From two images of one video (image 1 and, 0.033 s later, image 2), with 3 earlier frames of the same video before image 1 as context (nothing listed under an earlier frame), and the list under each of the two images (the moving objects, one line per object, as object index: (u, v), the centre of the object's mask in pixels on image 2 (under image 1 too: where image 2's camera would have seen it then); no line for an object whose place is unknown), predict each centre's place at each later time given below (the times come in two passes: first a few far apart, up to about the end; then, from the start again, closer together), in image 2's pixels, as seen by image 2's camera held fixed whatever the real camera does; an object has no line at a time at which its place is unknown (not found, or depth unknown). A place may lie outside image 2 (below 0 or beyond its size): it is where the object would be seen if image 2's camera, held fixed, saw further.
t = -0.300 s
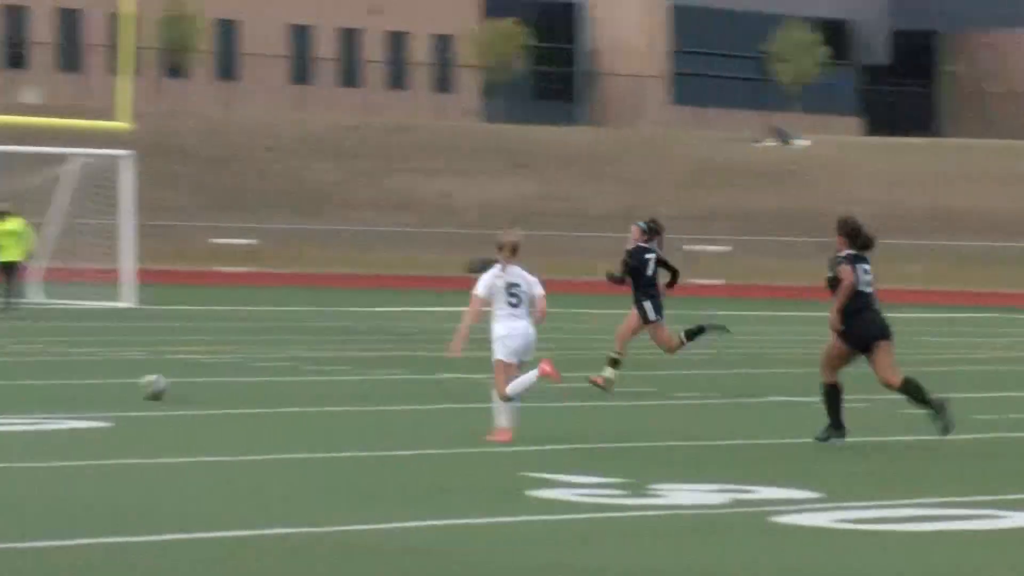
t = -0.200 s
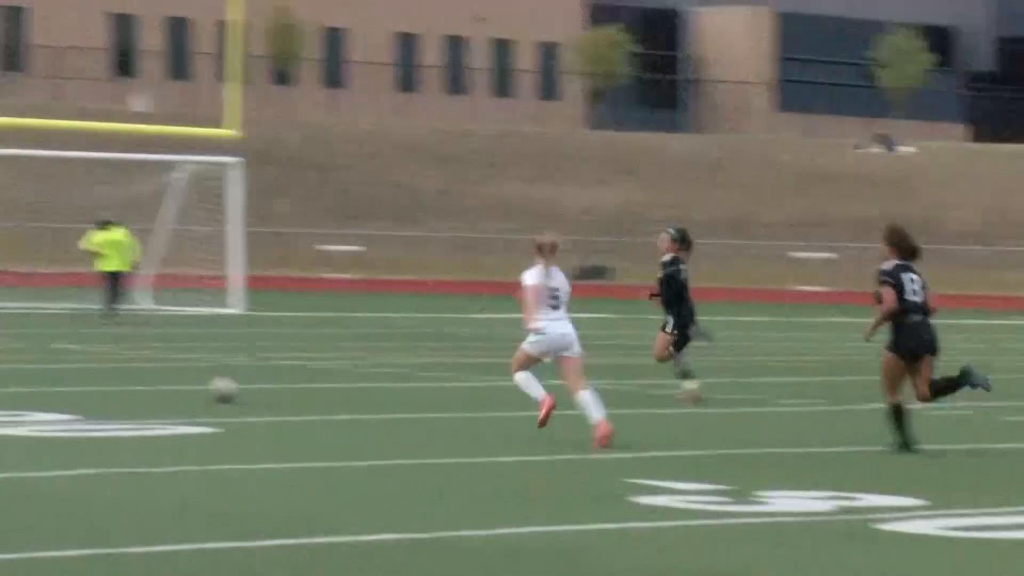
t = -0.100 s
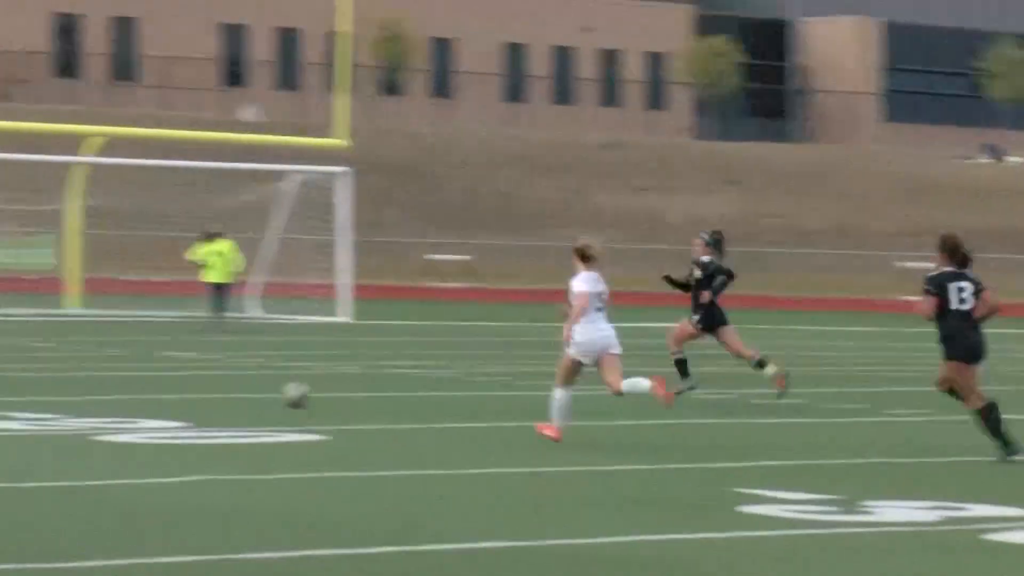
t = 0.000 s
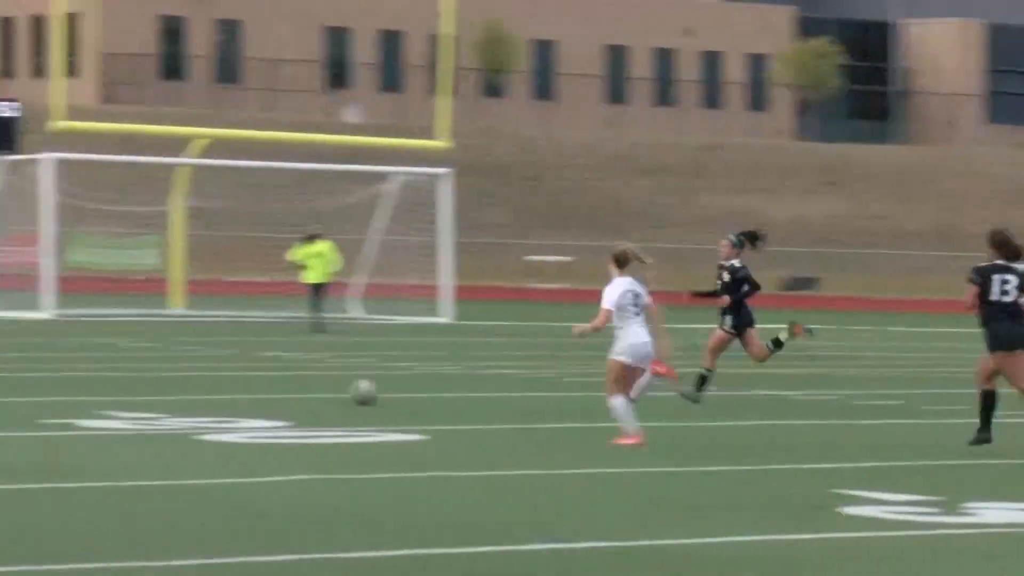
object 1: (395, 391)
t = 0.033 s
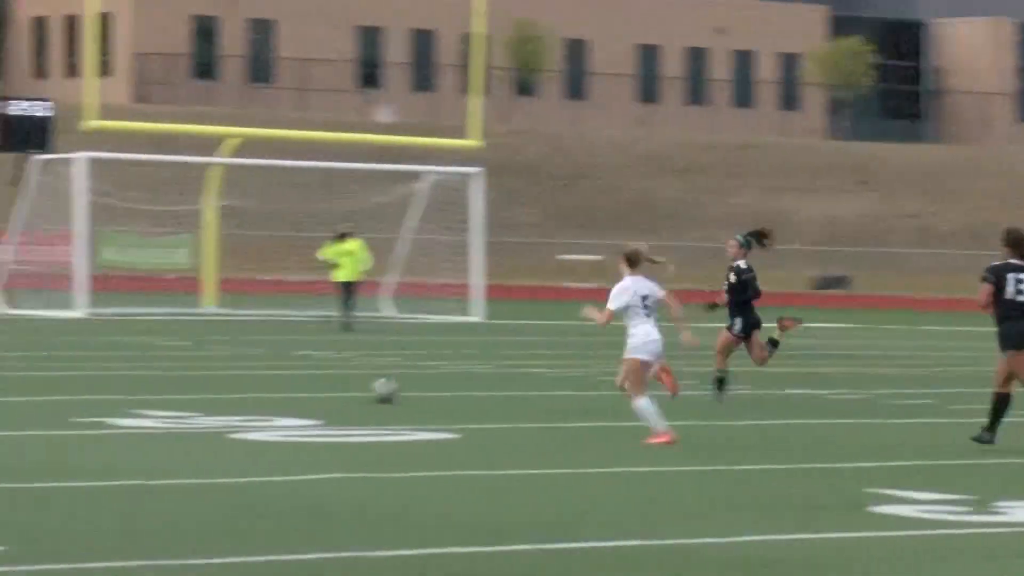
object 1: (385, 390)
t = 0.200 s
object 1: (333, 386)
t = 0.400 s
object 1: (276, 382)
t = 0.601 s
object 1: (222, 375)
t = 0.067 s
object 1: (374, 390)
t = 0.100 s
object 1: (364, 388)
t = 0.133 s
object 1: (353, 388)
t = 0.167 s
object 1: (344, 387)
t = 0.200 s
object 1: (333, 386)
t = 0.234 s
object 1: (323, 385)
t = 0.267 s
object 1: (313, 385)
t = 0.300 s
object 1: (304, 384)
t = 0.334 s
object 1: (295, 382)
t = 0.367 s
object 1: (285, 381)
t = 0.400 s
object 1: (276, 382)
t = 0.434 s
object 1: (265, 379)
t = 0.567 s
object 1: (230, 378)
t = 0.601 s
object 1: (222, 375)
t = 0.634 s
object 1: (215, 374)
